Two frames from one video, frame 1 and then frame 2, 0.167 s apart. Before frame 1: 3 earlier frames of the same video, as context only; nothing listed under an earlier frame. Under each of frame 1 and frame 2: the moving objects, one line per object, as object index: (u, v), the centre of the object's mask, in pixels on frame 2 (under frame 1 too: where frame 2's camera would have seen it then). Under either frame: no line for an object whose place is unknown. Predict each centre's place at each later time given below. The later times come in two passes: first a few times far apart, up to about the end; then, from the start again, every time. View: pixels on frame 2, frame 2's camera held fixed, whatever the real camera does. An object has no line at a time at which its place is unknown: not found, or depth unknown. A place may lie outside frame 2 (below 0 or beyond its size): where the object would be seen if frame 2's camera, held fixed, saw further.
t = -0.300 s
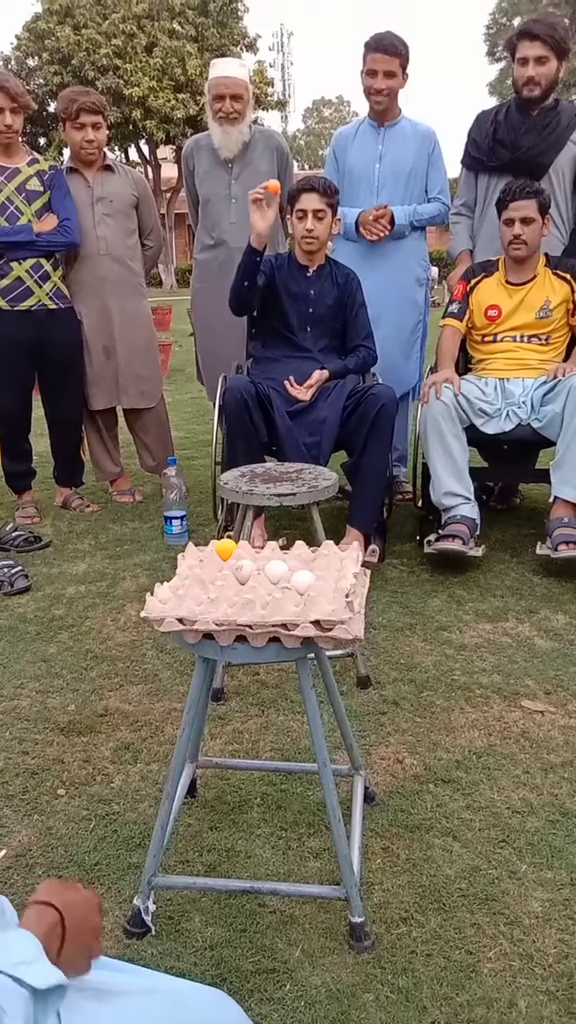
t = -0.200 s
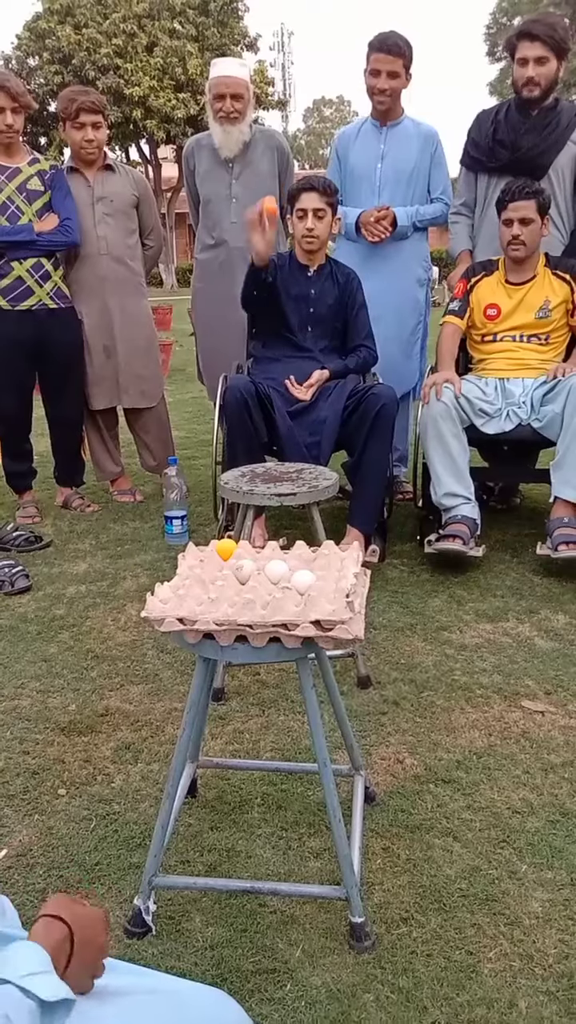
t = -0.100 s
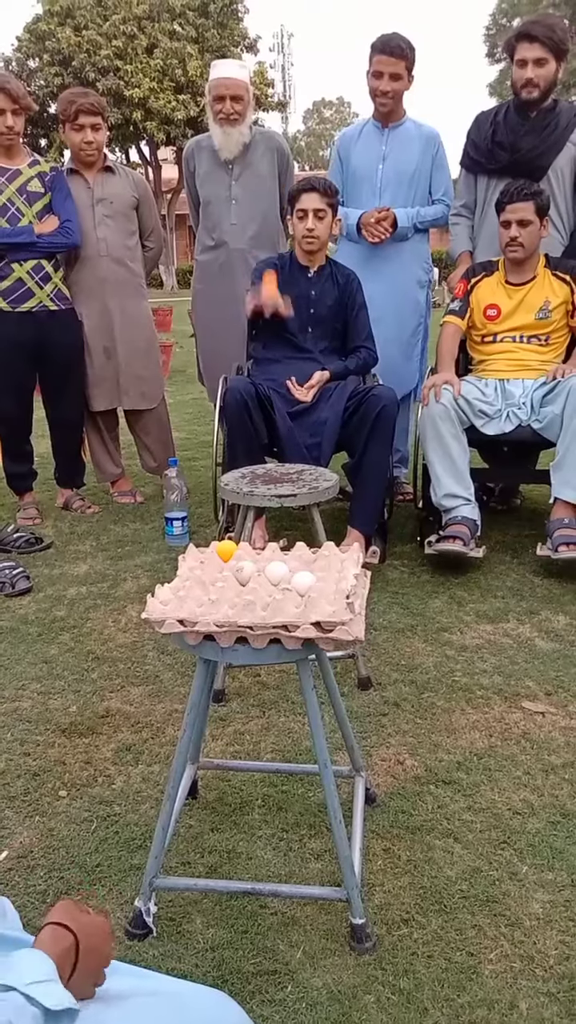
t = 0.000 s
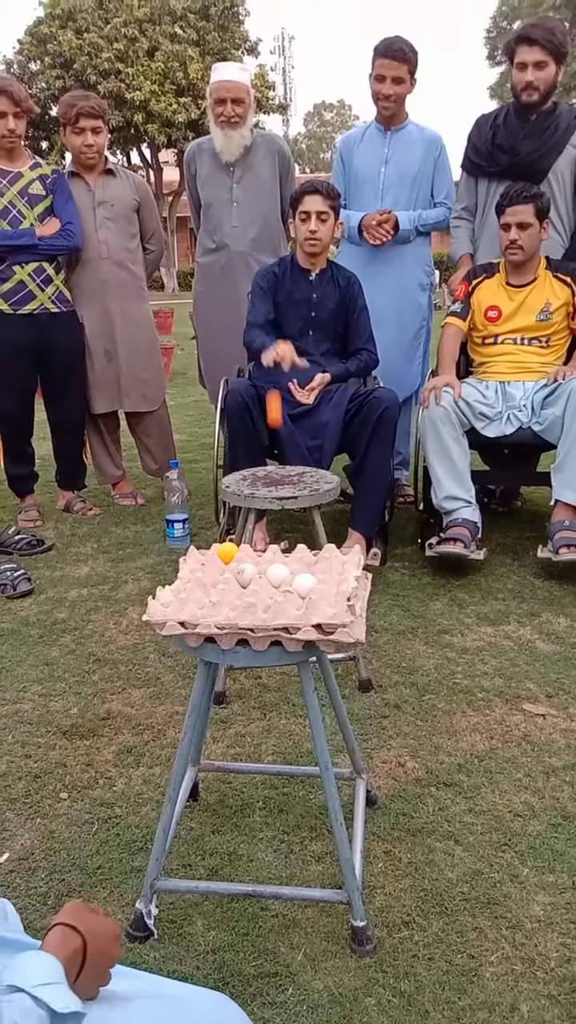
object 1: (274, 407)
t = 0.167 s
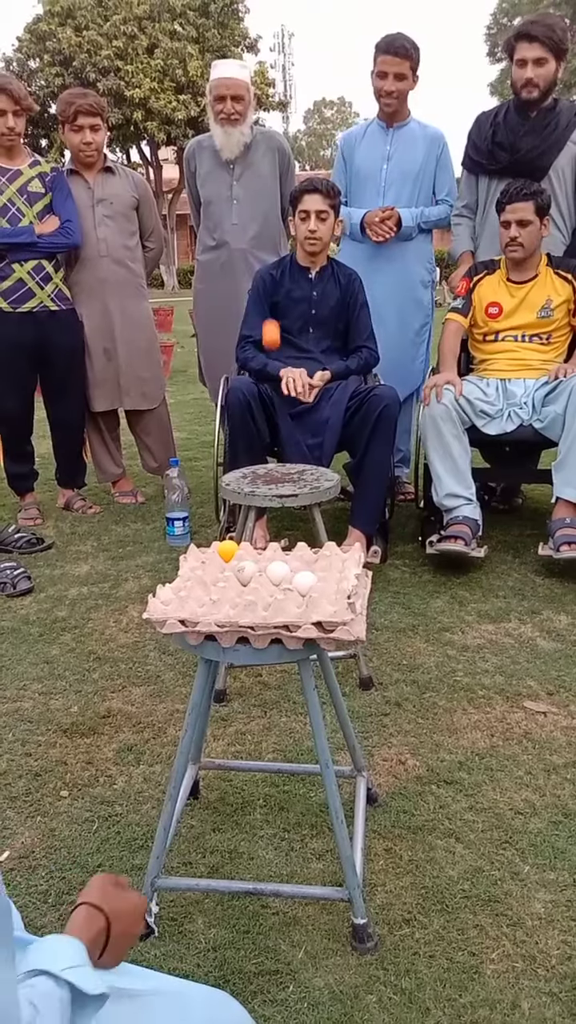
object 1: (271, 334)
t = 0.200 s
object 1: (270, 310)
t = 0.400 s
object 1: (270, 267)
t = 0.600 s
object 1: (281, 444)
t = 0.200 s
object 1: (270, 310)
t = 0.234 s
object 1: (269, 290)
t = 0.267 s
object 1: (269, 275)
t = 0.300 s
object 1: (269, 265)
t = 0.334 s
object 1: (269, 259)
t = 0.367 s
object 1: (269, 260)
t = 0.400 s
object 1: (270, 267)
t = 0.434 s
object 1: (271, 281)
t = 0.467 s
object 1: (272, 301)
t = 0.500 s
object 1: (274, 327)
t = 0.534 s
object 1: (276, 361)
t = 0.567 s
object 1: (279, 401)
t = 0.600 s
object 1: (281, 444)
